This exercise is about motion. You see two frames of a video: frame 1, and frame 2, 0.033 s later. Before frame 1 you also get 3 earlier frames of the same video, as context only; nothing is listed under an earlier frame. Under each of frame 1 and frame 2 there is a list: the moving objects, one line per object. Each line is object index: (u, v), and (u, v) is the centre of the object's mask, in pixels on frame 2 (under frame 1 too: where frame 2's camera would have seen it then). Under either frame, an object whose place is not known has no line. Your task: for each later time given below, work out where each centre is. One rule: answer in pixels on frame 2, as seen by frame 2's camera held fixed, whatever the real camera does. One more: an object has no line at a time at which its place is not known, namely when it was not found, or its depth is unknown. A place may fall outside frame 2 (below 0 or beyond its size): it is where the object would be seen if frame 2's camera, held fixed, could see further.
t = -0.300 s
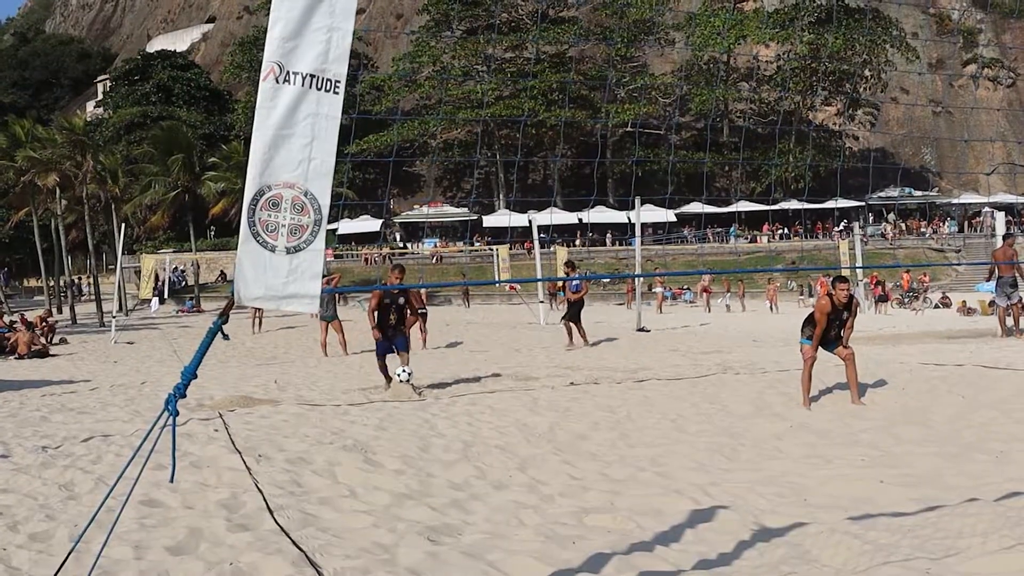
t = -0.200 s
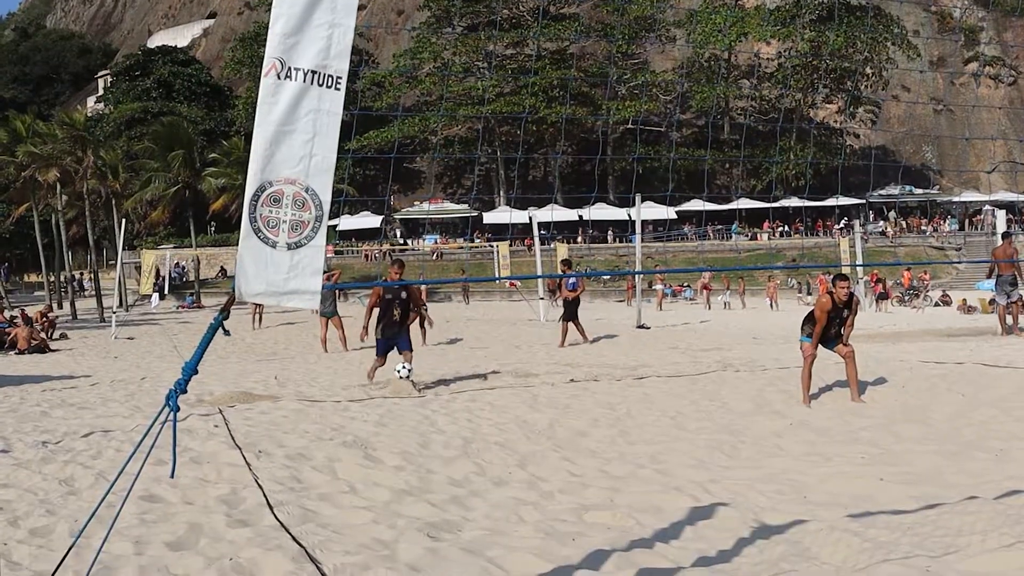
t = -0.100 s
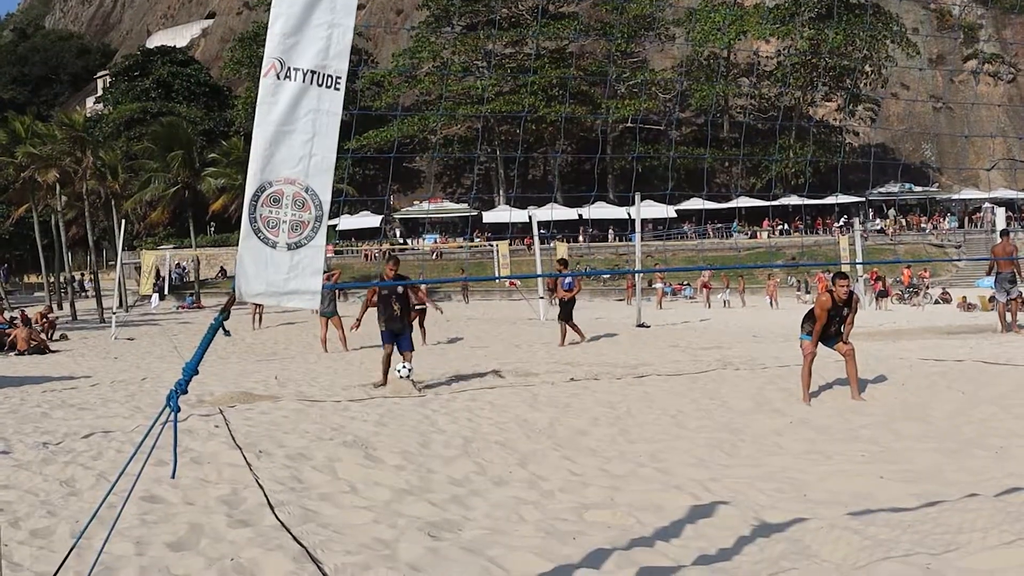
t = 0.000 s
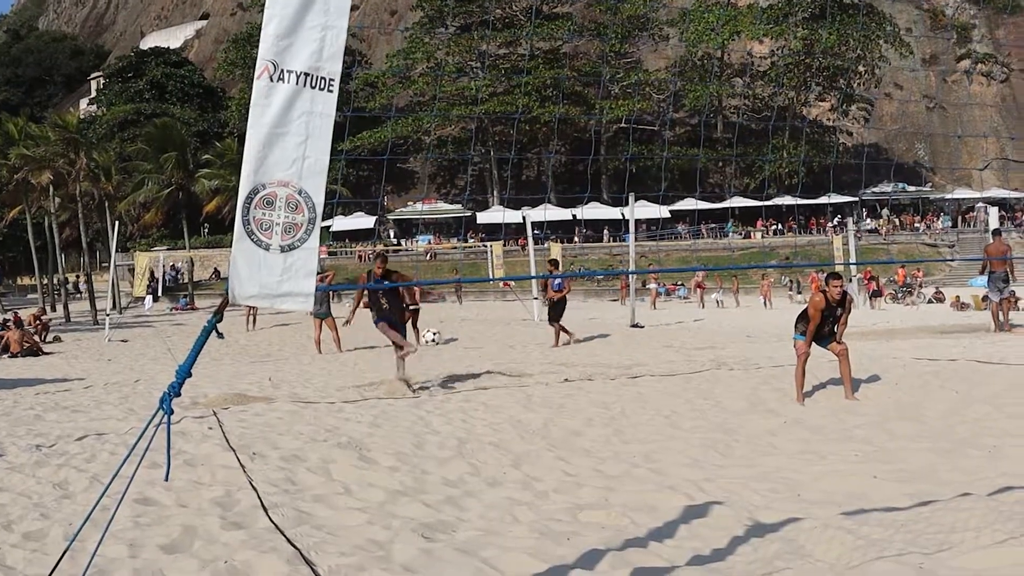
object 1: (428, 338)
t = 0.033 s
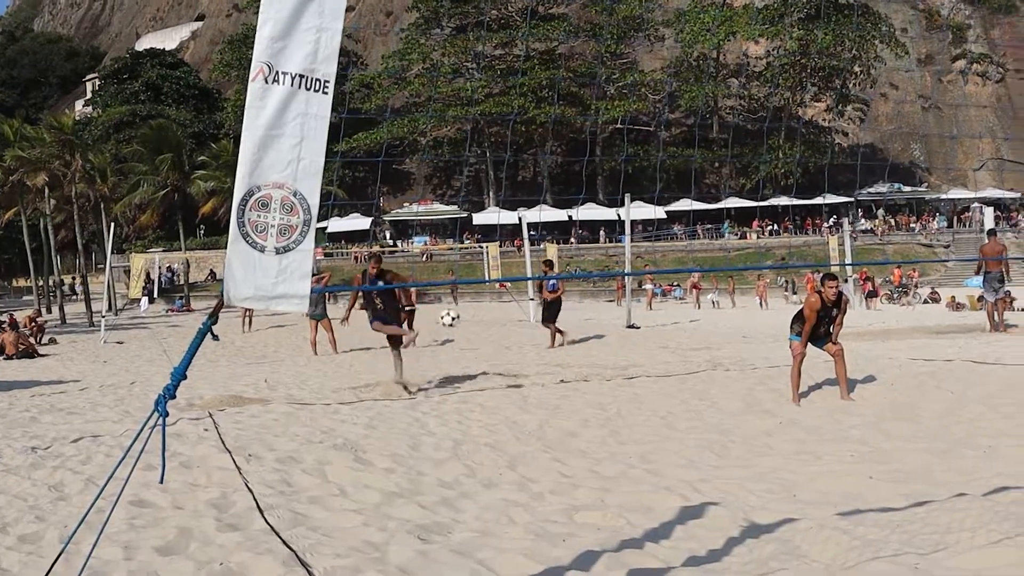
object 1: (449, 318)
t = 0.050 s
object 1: (460, 308)
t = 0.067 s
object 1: (471, 298)
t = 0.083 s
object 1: (480, 288)
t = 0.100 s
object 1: (492, 275)
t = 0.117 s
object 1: (504, 268)
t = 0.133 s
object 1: (516, 257)
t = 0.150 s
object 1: (528, 247)
